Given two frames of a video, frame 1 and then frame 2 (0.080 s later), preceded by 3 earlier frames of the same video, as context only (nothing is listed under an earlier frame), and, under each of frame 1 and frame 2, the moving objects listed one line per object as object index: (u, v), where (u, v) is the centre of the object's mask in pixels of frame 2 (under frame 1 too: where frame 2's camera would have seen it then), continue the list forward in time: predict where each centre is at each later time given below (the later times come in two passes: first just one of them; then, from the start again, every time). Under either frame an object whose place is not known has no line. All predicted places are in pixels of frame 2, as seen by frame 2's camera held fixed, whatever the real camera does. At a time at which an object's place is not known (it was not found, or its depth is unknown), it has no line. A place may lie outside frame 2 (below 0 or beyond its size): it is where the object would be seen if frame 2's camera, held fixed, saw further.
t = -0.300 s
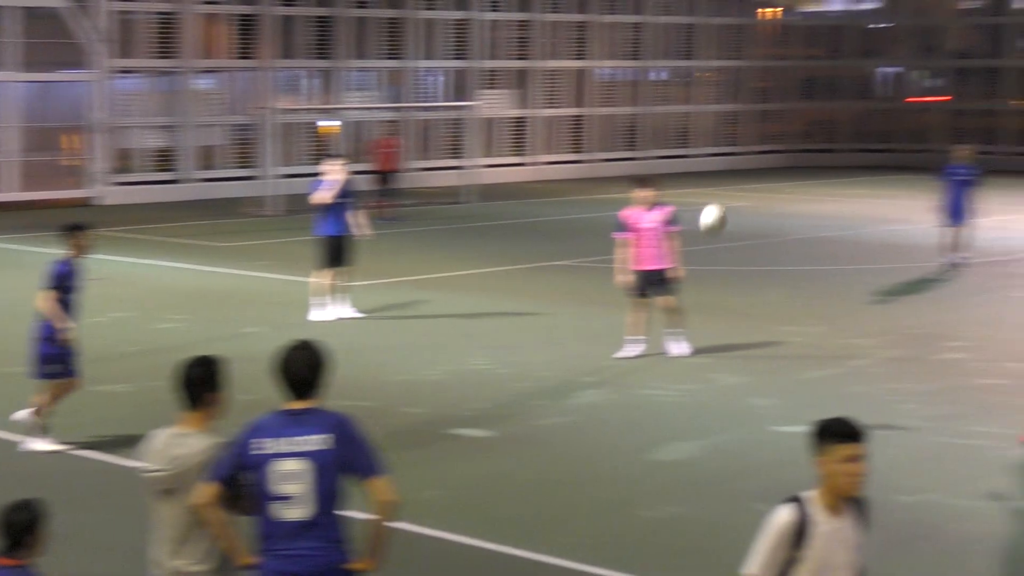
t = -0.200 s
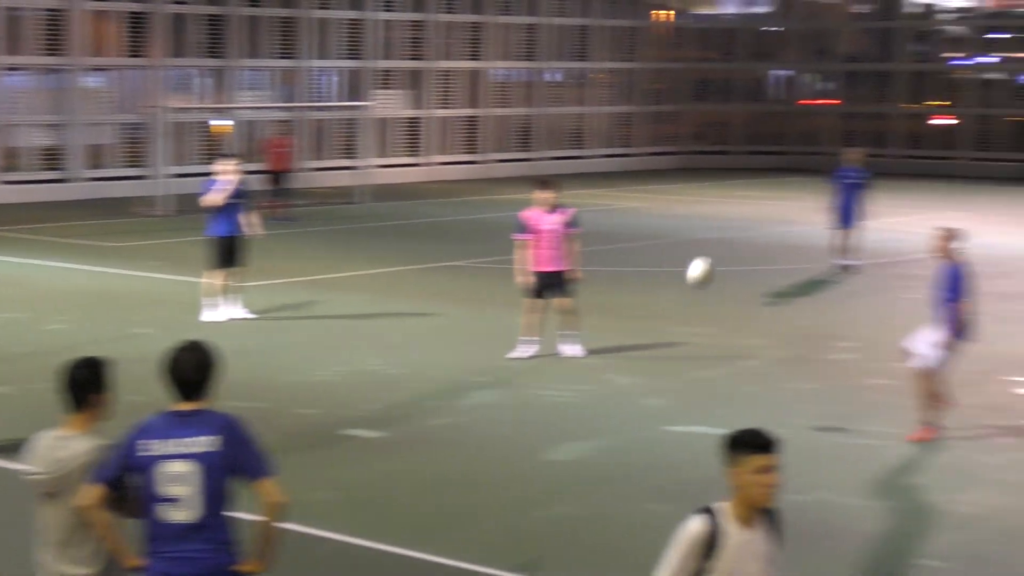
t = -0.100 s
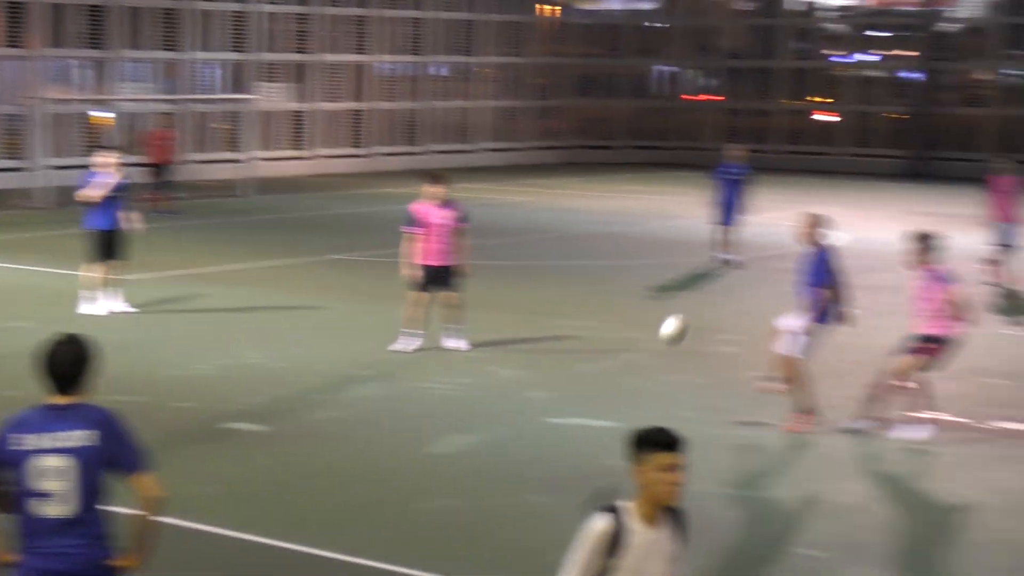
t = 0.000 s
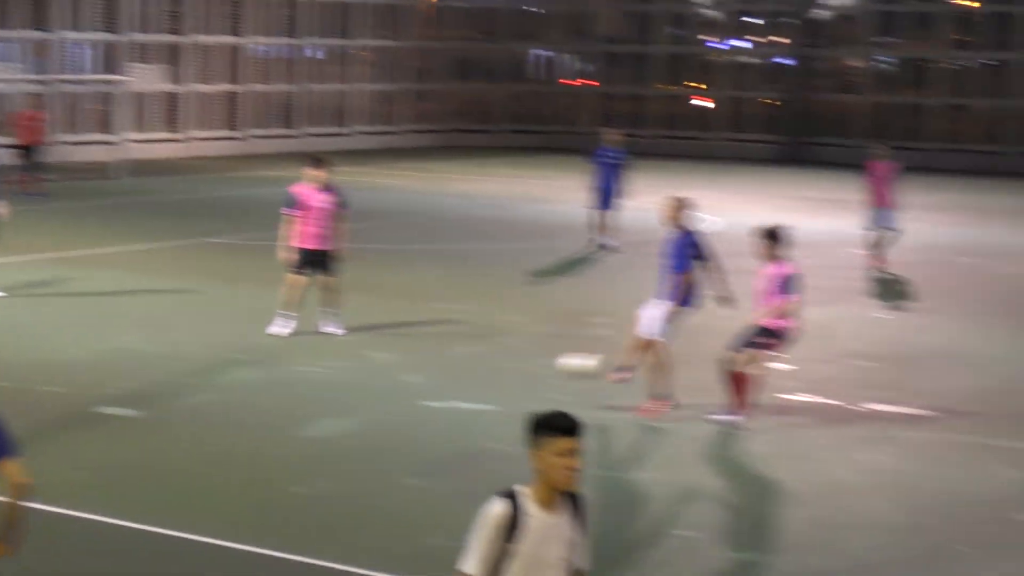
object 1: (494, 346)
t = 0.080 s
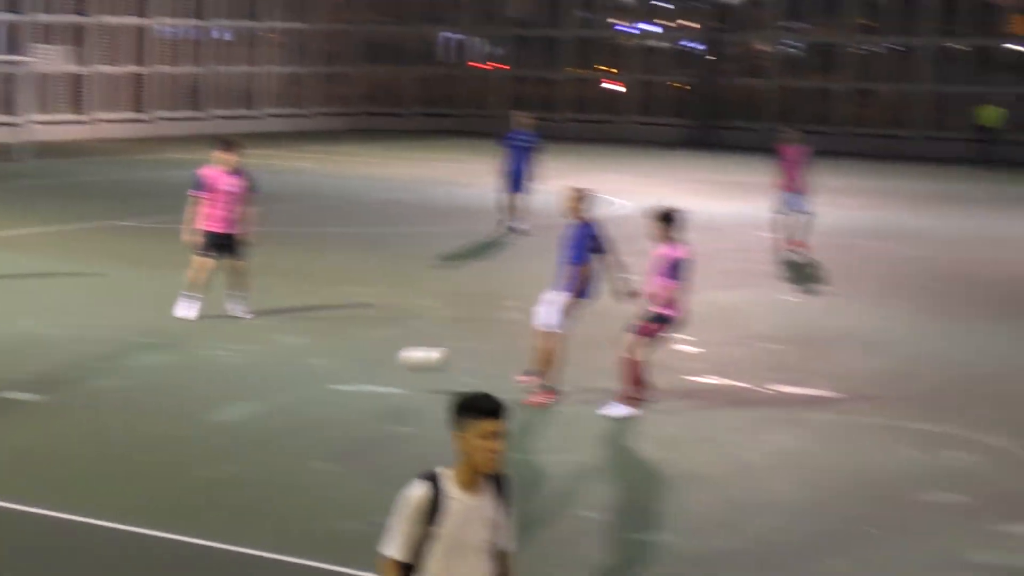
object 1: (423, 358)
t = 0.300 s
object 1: (272, 357)
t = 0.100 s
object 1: (404, 361)
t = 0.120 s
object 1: (385, 366)
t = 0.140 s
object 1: (368, 371)
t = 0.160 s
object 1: (349, 375)
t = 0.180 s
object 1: (336, 378)
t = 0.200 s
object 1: (323, 375)
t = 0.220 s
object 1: (313, 369)
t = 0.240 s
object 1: (303, 366)
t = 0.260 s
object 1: (293, 362)
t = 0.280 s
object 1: (282, 359)
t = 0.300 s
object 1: (272, 357)
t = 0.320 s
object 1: (263, 355)
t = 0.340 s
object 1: (253, 353)
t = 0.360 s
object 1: (244, 353)
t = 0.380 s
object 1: (235, 352)
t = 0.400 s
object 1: (225, 353)
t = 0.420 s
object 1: (216, 353)
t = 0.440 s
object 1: (207, 355)
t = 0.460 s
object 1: (197, 357)
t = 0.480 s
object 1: (186, 360)
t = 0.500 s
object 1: (177, 363)
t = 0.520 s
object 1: (166, 366)
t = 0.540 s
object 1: (155, 371)
